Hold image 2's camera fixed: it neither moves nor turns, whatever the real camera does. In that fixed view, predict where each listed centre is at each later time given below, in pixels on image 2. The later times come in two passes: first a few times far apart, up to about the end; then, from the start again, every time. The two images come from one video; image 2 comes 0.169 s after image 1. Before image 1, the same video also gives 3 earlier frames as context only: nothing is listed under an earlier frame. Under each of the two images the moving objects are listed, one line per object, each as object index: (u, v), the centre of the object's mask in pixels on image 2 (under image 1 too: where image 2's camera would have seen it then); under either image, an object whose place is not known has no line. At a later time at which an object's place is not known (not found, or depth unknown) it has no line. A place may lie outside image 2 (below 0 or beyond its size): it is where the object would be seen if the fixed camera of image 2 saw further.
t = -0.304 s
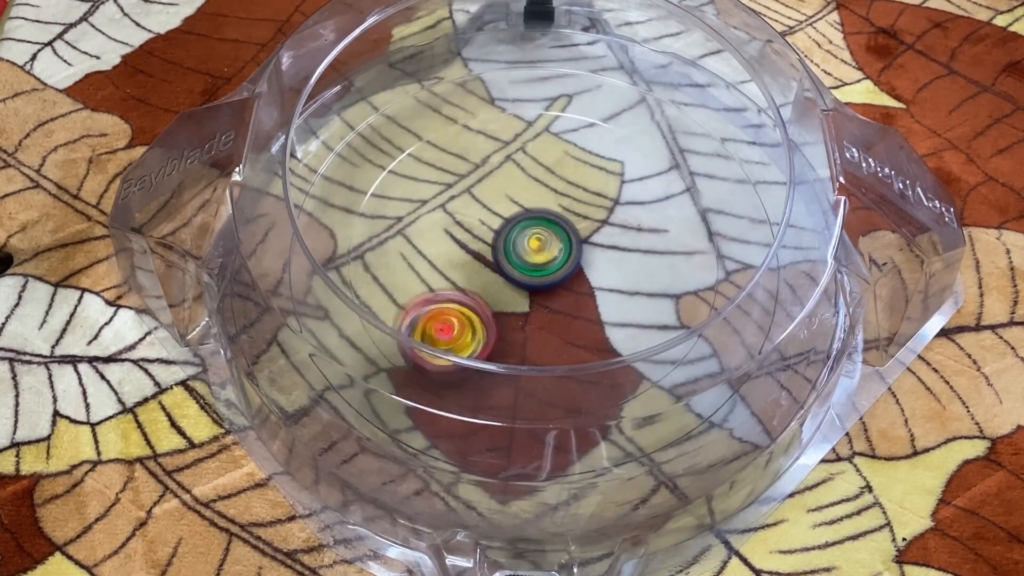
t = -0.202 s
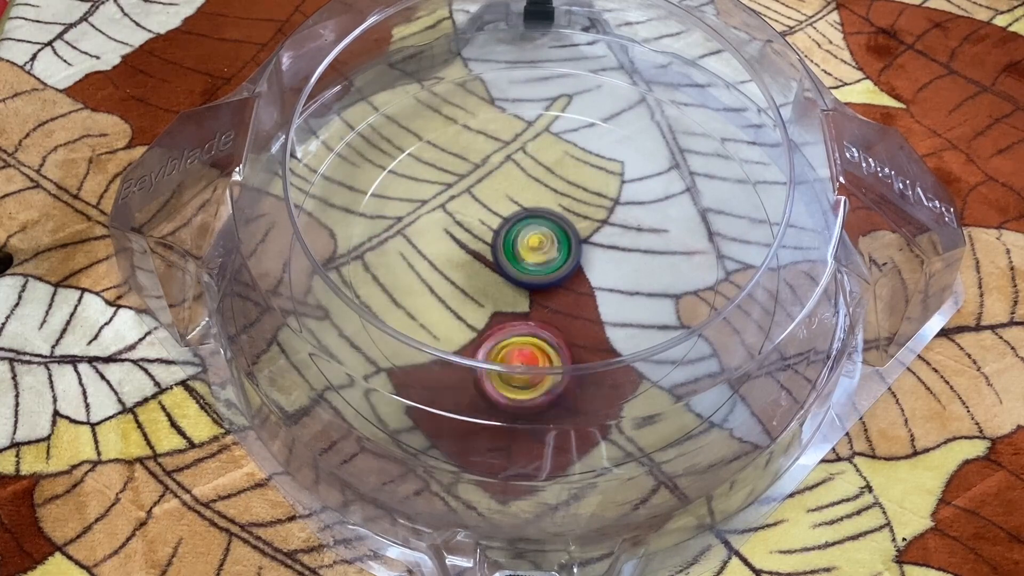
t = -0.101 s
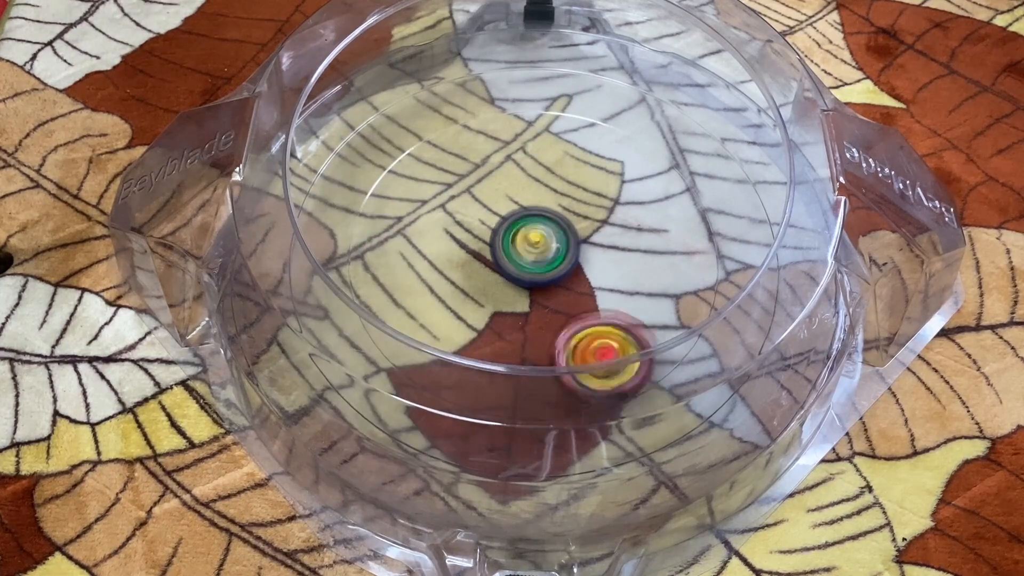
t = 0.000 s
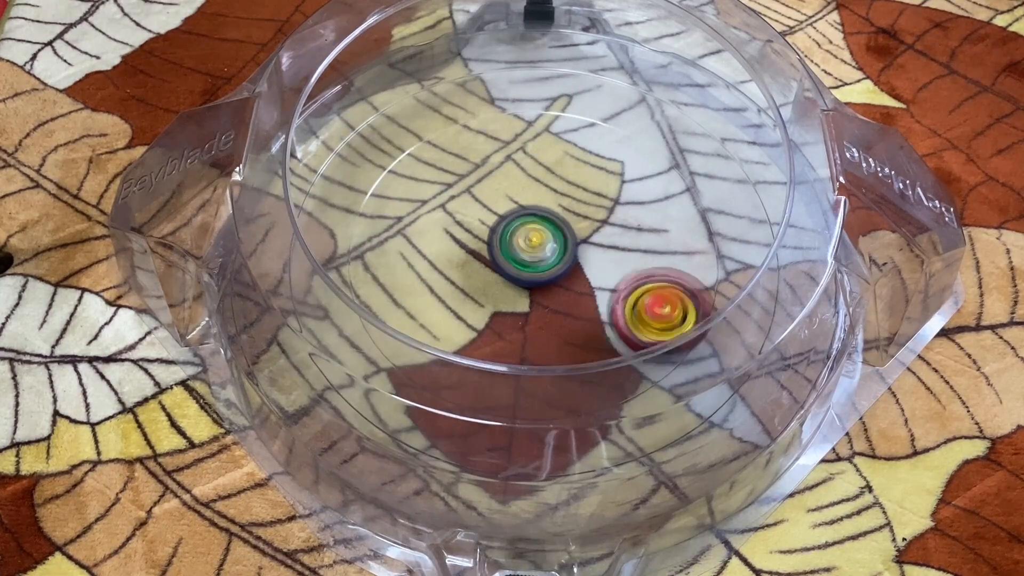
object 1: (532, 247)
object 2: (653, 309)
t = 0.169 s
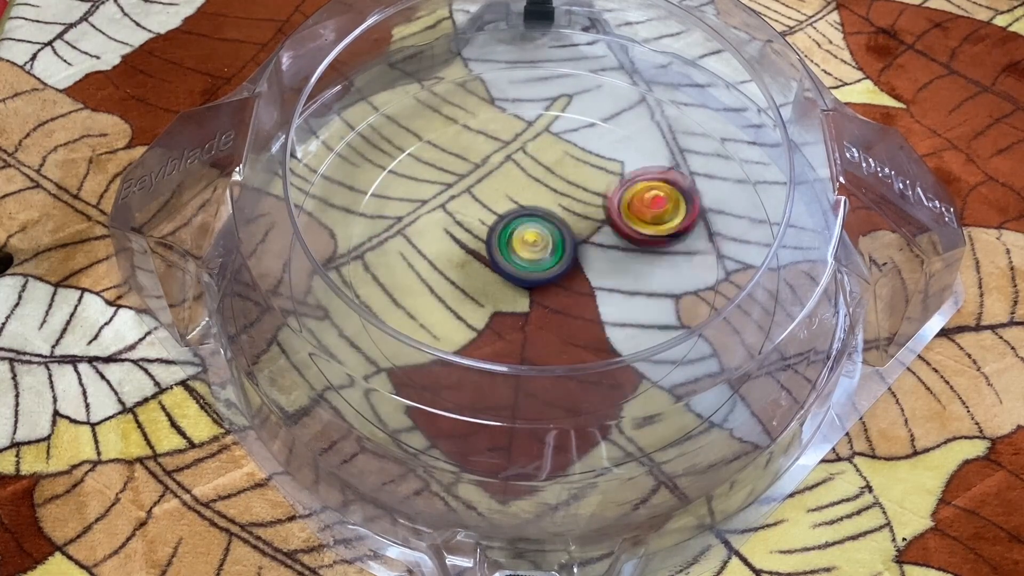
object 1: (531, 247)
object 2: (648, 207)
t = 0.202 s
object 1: (531, 247)
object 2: (636, 191)
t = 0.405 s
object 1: (526, 249)
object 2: (500, 162)
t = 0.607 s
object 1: (524, 250)
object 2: (415, 239)
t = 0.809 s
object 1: (525, 253)
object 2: (474, 329)
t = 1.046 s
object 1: (526, 258)
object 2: (624, 300)
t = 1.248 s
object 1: (532, 261)
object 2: (597, 185)
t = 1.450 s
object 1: (534, 262)
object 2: (476, 163)
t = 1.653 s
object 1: (537, 260)
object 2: (416, 246)
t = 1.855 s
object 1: (538, 254)
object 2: (511, 327)
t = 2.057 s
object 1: (539, 254)
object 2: (630, 280)
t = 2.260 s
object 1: (538, 250)
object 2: (613, 181)
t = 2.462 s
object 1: (534, 249)
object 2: (494, 163)
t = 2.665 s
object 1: (529, 248)
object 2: (430, 256)
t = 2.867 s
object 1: (527, 250)
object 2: (515, 331)
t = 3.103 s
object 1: (526, 251)
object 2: (637, 284)
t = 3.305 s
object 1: (525, 254)
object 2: (595, 188)
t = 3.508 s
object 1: (527, 258)
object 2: (469, 188)
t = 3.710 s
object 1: (530, 259)
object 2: (423, 274)
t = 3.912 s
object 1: (531, 259)
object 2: (521, 333)
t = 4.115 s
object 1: (525, 248)
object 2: (632, 272)
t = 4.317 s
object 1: (528, 244)
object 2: (587, 184)
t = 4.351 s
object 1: (525, 247)
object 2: (578, 172)
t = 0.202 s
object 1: (531, 247)
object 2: (636, 191)
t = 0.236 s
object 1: (530, 247)
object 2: (612, 177)
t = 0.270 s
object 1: (529, 246)
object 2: (594, 167)
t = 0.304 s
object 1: (527, 247)
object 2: (567, 162)
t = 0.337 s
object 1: (526, 248)
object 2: (543, 160)
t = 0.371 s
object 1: (526, 249)
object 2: (518, 158)
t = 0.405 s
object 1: (526, 249)
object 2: (500, 162)
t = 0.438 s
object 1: (525, 250)
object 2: (476, 171)
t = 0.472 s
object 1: (526, 250)
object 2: (461, 179)
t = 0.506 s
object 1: (526, 250)
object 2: (441, 192)
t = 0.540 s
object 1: (525, 249)
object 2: (428, 205)
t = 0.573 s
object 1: (525, 249)
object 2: (422, 221)
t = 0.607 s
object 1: (524, 250)
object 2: (415, 239)
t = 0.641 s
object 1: (524, 250)
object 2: (412, 258)
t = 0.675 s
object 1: (524, 251)
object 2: (415, 275)
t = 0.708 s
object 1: (524, 251)
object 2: (422, 294)
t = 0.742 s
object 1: (524, 252)
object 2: (435, 308)
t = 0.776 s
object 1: (524, 253)
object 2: (451, 319)
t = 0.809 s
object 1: (525, 253)
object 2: (474, 329)
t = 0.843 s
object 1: (525, 254)
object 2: (495, 336)
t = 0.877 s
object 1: (525, 255)
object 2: (518, 339)
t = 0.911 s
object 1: (525, 255)
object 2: (543, 348)
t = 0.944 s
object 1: (526, 256)
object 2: (569, 340)
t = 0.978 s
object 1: (526, 256)
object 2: (592, 328)
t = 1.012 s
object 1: (526, 257)
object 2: (610, 317)
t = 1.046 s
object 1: (526, 258)
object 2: (624, 300)
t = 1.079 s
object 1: (528, 260)
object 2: (635, 262)
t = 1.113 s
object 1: (529, 261)
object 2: (634, 241)
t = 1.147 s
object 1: (529, 261)
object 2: (632, 232)
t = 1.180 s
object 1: (530, 261)
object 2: (618, 215)
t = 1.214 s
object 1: (531, 261)
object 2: (607, 199)
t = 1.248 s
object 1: (532, 261)
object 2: (597, 185)
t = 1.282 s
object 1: (532, 261)
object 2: (576, 175)
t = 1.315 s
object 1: (533, 262)
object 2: (557, 166)
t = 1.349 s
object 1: (533, 262)
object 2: (536, 160)
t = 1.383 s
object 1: (534, 262)
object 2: (520, 157)
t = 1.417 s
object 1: (534, 262)
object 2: (499, 157)
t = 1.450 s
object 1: (534, 262)
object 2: (476, 163)
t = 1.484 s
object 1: (534, 262)
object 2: (457, 169)
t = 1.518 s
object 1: (535, 262)
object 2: (440, 180)
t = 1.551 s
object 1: (536, 261)
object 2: (432, 191)
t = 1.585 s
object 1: (536, 261)
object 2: (422, 209)
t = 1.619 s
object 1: (537, 260)
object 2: (416, 227)
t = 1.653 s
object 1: (537, 260)
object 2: (416, 246)
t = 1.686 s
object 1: (537, 259)
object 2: (420, 266)
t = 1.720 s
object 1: (538, 258)
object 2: (430, 284)
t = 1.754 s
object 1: (538, 257)
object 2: (445, 300)
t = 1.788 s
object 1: (539, 256)
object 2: (464, 313)
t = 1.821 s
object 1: (539, 255)
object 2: (486, 321)
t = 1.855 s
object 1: (538, 254)
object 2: (511, 327)
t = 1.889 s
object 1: (538, 254)
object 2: (535, 329)
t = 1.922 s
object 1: (538, 254)
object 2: (560, 327)
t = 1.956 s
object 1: (538, 254)
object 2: (583, 320)
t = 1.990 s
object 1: (538, 254)
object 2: (602, 309)
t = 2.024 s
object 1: (539, 254)
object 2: (618, 296)
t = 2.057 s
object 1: (539, 254)
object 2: (630, 280)
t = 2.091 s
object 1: (540, 254)
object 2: (638, 263)
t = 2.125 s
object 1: (539, 253)
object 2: (642, 246)
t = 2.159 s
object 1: (539, 253)
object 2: (641, 228)
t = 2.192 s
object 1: (539, 252)
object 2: (635, 211)
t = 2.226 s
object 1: (538, 251)
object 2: (625, 195)
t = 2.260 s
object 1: (538, 250)
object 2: (613, 181)
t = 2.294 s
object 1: (537, 249)
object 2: (594, 170)
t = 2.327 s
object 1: (536, 249)
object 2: (580, 161)
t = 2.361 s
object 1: (535, 249)
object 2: (561, 157)
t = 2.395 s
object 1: (535, 249)
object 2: (540, 155)
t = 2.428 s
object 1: (534, 249)
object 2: (519, 156)
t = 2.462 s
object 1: (534, 249)
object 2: (494, 163)
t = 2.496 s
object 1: (534, 248)
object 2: (475, 172)
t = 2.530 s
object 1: (533, 248)
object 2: (459, 184)
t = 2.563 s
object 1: (532, 247)
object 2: (446, 200)
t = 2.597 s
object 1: (531, 248)
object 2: (436, 218)
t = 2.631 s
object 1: (530, 248)
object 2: (432, 237)
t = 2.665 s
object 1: (529, 248)
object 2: (430, 256)
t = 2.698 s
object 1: (528, 248)
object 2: (441, 272)
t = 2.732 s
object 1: (528, 249)
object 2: (450, 289)
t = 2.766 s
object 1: (528, 249)
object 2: (463, 305)
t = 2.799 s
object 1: (527, 249)
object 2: (475, 318)
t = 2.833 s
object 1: (527, 249)
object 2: (494, 326)
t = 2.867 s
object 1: (527, 250)
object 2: (515, 331)
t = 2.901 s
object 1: (527, 250)
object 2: (536, 334)
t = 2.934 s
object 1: (527, 250)
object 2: (562, 333)
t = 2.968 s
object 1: (527, 250)
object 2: (579, 329)
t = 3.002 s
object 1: (527, 251)
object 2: (598, 324)
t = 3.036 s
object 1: (527, 251)
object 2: (615, 313)
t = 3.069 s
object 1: (527, 251)
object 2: (628, 299)
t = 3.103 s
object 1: (526, 251)
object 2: (637, 284)
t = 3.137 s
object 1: (526, 252)
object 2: (641, 265)
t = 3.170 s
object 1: (526, 253)
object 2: (640, 248)
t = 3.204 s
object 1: (526, 253)
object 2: (634, 230)
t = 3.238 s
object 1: (525, 254)
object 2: (623, 214)
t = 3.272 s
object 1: (525, 254)
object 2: (612, 199)
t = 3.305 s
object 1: (525, 254)
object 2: (595, 188)
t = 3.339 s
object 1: (525, 255)
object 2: (577, 180)
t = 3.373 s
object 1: (525, 256)
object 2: (555, 175)
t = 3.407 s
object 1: (525, 256)
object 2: (534, 174)
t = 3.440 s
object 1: (525, 257)
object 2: (508, 175)
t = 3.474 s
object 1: (526, 258)
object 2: (488, 179)
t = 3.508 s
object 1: (527, 258)
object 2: (469, 188)
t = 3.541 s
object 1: (528, 258)
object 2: (454, 199)
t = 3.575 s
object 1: (528, 258)
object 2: (442, 210)
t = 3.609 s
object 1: (529, 258)
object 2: (436, 223)
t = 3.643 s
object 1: (529, 259)
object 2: (424, 241)
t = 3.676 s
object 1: (530, 259)
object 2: (426, 255)
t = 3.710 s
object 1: (530, 259)
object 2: (423, 274)
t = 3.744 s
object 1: (530, 259)
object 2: (435, 287)
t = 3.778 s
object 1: (531, 259)
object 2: (445, 302)
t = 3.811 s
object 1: (531, 259)
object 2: (460, 314)
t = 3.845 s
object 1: (531, 259)
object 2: (478, 323)
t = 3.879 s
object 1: (531, 259)
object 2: (498, 329)
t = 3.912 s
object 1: (531, 259)
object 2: (521, 333)
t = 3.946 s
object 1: (531, 259)
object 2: (565, 329)
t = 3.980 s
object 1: (531, 259)
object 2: (584, 321)
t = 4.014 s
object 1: (529, 255)
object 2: (600, 312)
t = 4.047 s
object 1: (527, 252)
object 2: (615, 300)
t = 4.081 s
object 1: (526, 249)
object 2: (627, 287)
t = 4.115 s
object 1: (525, 248)
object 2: (632, 272)
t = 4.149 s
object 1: (526, 247)
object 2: (639, 253)
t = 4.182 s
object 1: (526, 247)
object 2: (634, 237)
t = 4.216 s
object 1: (527, 246)
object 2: (627, 221)
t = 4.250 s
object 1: (527, 245)
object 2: (616, 207)
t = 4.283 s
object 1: (527, 244)
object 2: (602, 195)
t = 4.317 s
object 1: (528, 244)
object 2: (587, 184)
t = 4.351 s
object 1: (525, 247)
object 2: (578, 172)
